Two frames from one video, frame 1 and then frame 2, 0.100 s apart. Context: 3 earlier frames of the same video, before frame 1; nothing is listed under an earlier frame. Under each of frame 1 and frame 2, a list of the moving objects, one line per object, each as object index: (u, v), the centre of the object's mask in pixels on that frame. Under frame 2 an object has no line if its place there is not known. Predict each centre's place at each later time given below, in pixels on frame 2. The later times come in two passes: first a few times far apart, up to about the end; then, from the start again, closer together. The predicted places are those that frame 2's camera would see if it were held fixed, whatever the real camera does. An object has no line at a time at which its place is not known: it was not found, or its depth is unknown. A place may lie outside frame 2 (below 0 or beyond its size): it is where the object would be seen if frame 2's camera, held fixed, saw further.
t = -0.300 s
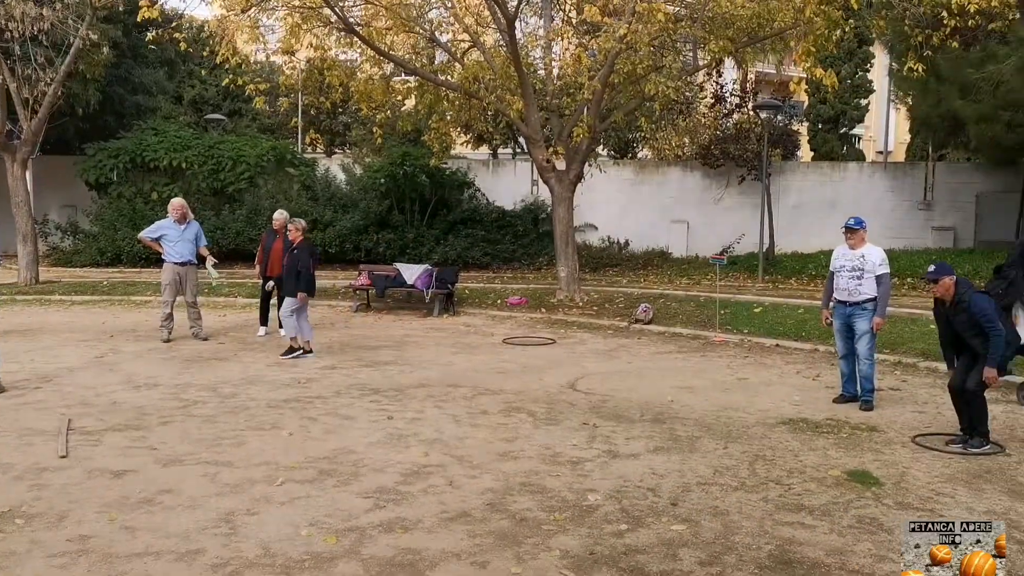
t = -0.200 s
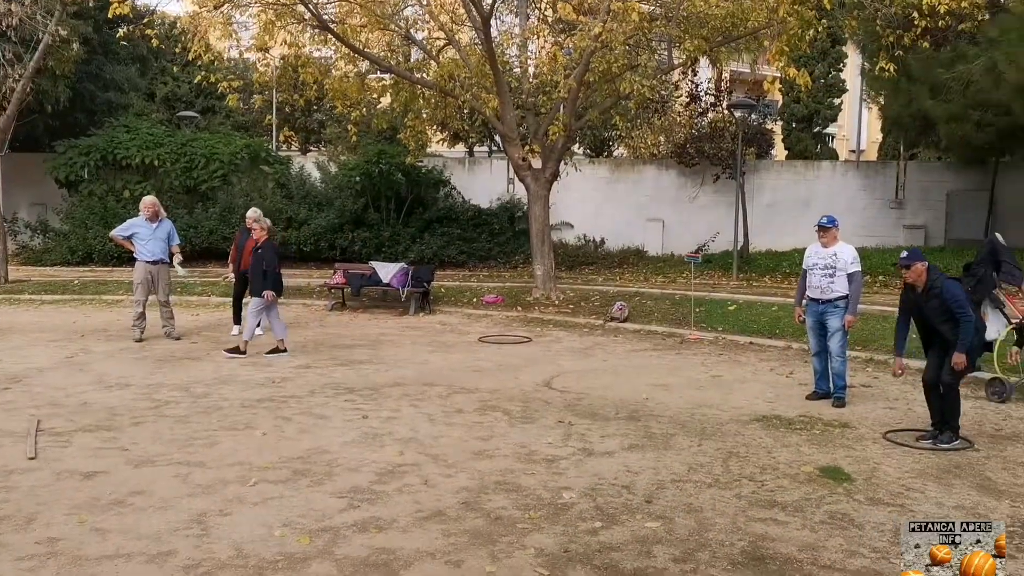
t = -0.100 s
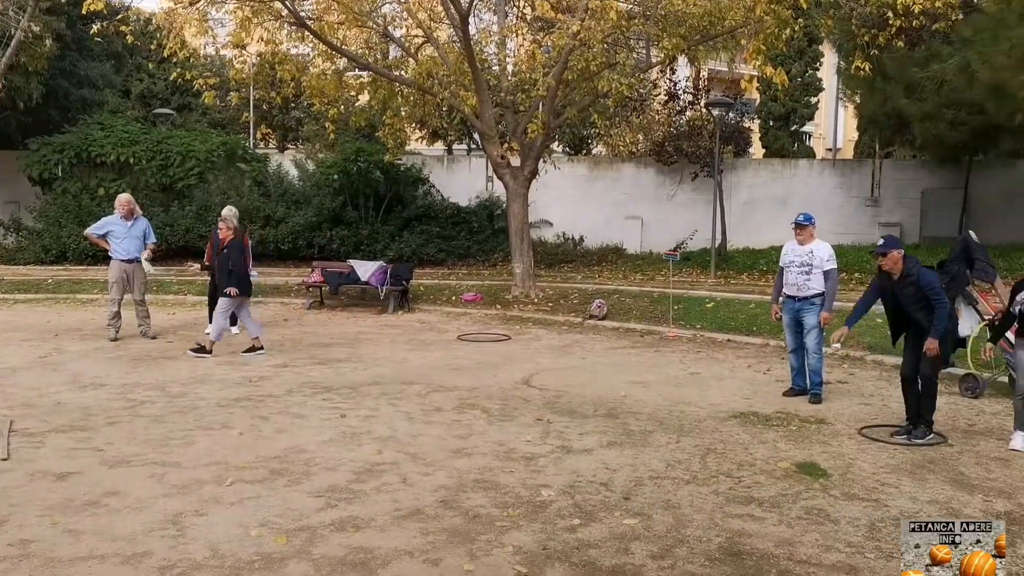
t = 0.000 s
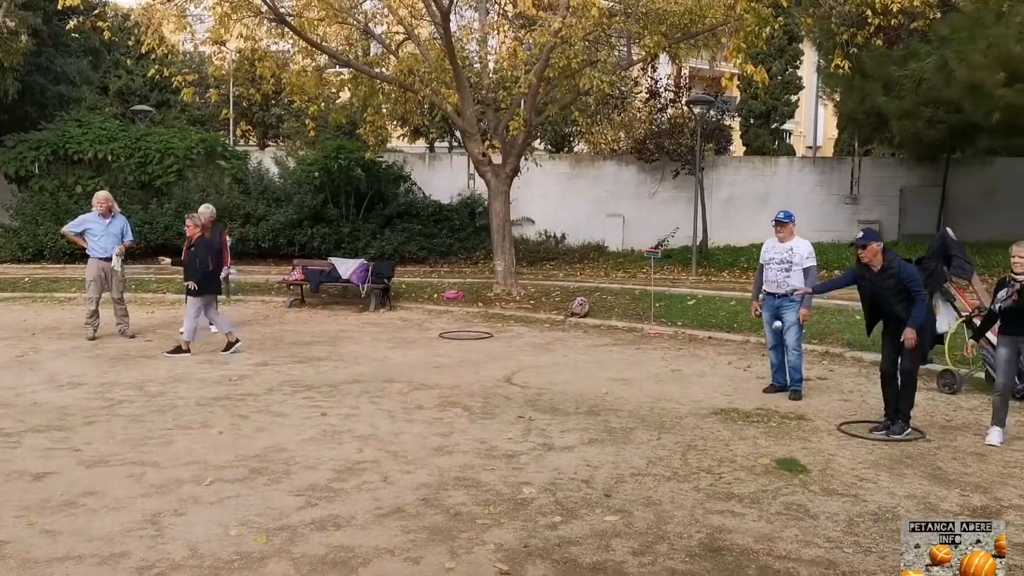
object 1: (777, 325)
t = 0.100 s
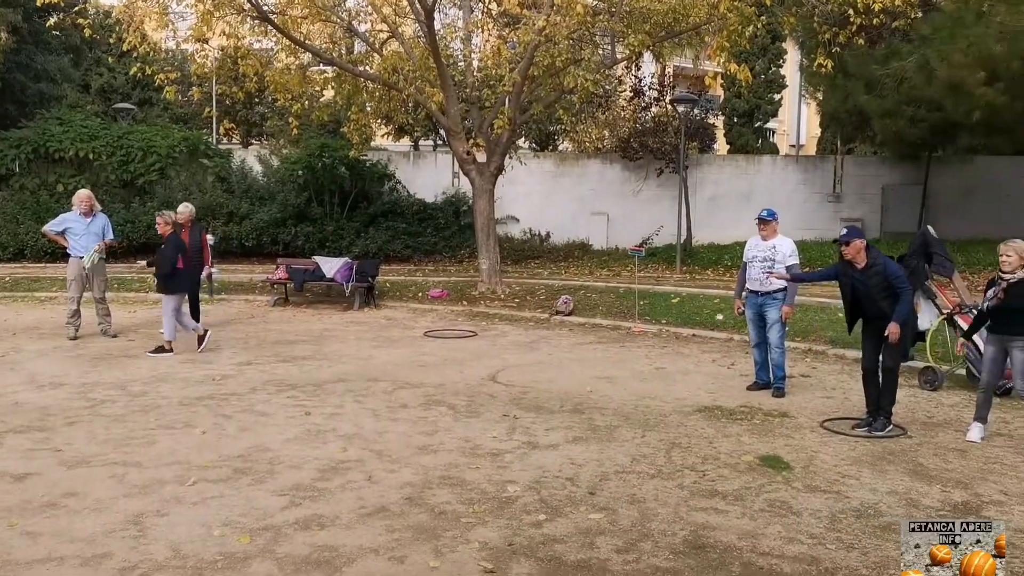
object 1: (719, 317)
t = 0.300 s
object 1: (625, 354)
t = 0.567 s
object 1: (484, 474)
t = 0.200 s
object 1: (674, 327)
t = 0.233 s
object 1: (658, 333)
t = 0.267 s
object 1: (642, 343)
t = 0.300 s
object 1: (625, 354)
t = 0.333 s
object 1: (609, 366)
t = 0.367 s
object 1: (591, 381)
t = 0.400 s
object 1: (572, 397)
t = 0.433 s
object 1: (554, 415)
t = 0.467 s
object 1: (534, 437)
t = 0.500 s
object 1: (513, 460)
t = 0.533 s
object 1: (495, 478)
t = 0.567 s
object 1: (484, 474)
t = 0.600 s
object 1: (473, 473)
